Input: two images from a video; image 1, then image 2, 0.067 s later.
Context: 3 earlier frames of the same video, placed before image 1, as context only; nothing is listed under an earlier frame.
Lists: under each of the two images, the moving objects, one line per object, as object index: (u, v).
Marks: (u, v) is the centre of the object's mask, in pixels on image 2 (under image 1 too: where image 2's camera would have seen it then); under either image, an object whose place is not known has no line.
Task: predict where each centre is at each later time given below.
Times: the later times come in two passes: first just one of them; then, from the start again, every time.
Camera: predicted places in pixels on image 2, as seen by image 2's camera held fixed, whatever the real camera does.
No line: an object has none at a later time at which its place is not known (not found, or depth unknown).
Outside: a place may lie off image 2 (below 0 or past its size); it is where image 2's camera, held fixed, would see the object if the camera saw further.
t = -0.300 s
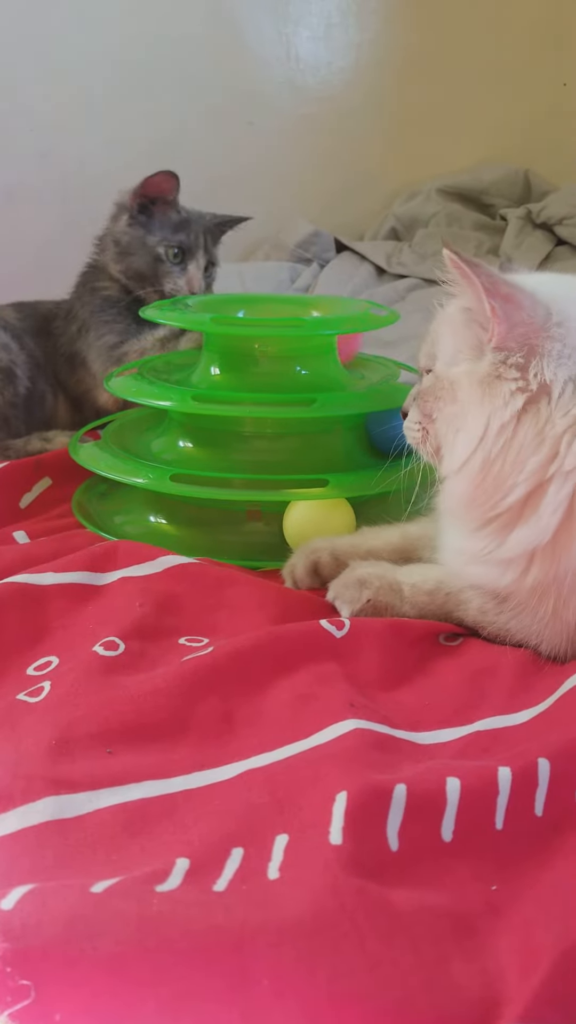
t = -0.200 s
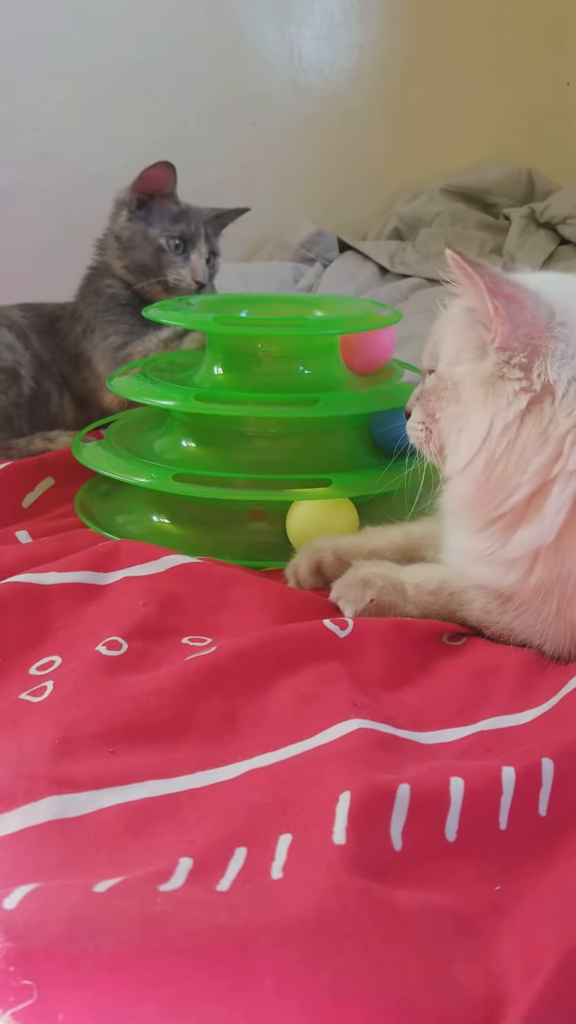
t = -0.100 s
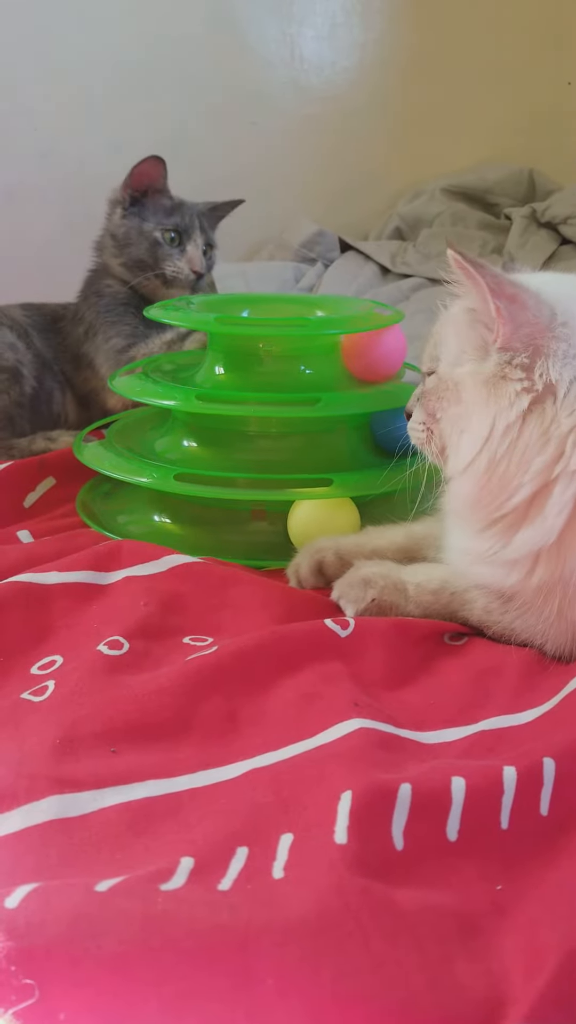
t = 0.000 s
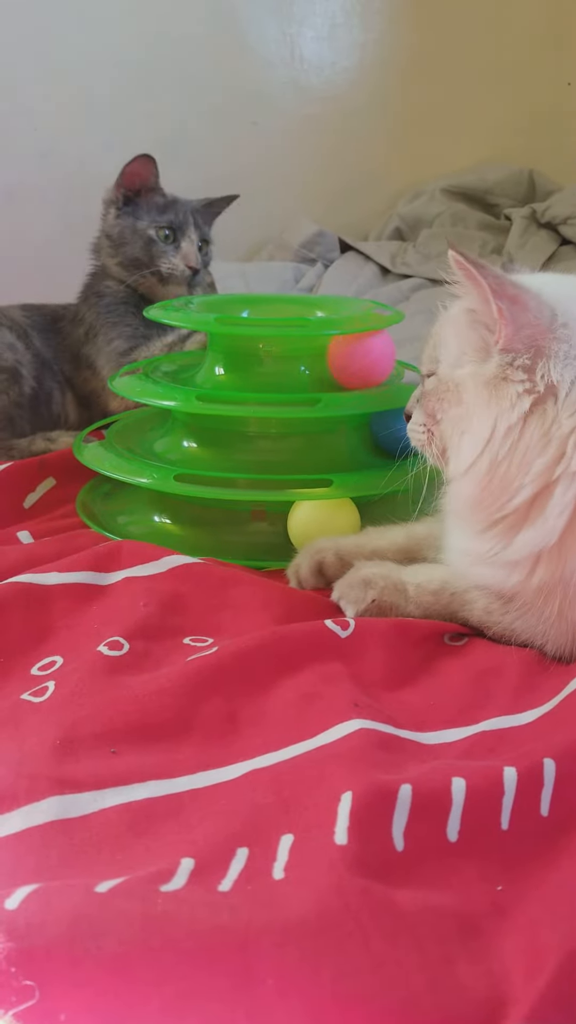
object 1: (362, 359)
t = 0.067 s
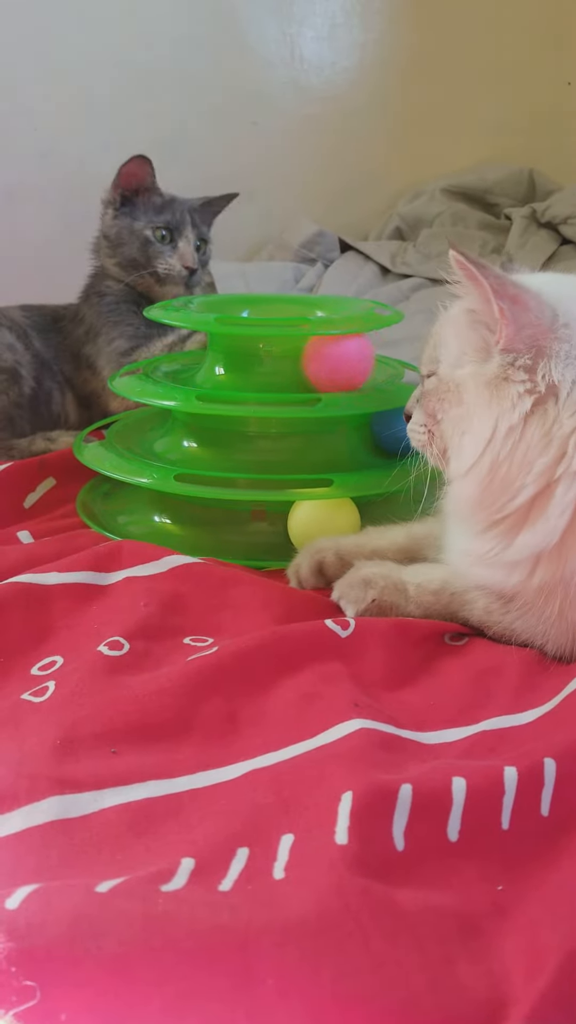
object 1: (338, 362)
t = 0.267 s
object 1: (247, 363)
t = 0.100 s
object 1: (323, 363)
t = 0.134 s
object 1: (306, 364)
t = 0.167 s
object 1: (290, 364)
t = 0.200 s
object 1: (274, 364)
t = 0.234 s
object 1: (261, 363)
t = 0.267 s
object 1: (247, 363)
